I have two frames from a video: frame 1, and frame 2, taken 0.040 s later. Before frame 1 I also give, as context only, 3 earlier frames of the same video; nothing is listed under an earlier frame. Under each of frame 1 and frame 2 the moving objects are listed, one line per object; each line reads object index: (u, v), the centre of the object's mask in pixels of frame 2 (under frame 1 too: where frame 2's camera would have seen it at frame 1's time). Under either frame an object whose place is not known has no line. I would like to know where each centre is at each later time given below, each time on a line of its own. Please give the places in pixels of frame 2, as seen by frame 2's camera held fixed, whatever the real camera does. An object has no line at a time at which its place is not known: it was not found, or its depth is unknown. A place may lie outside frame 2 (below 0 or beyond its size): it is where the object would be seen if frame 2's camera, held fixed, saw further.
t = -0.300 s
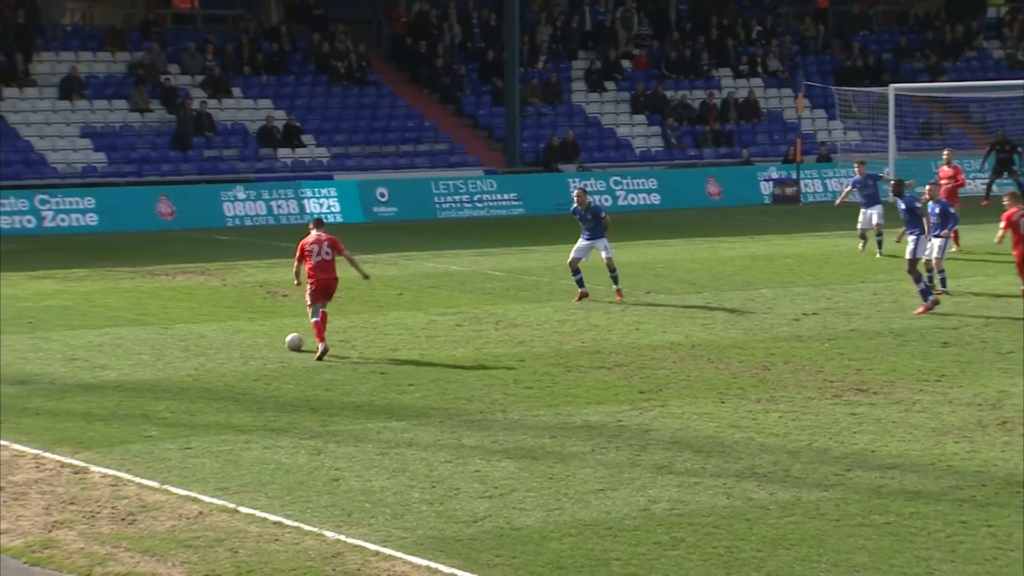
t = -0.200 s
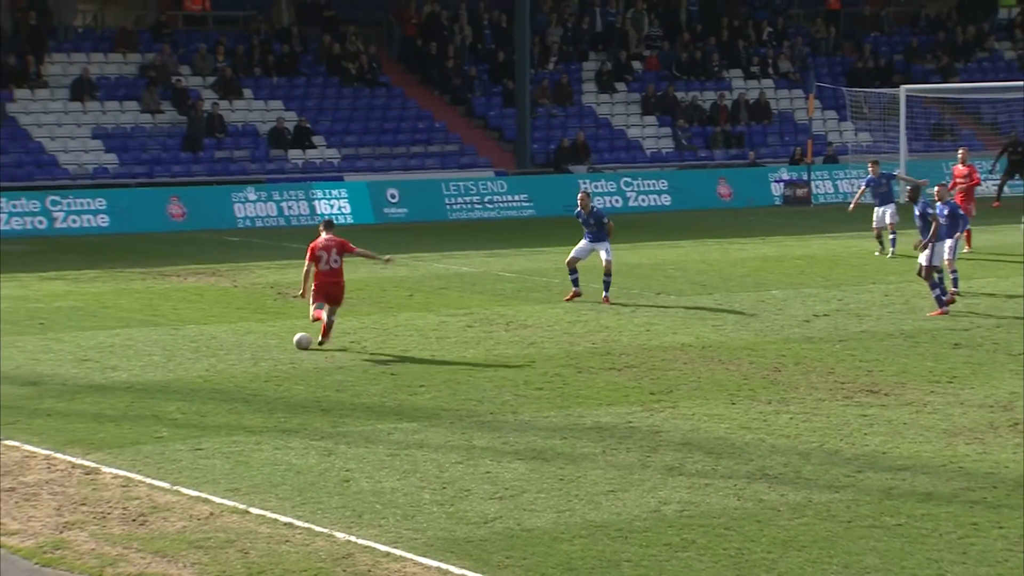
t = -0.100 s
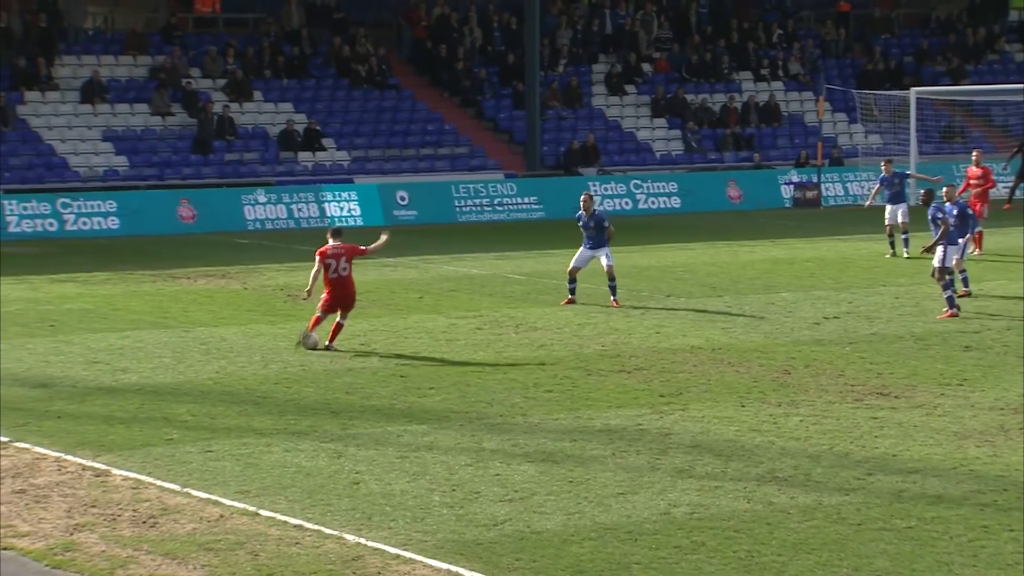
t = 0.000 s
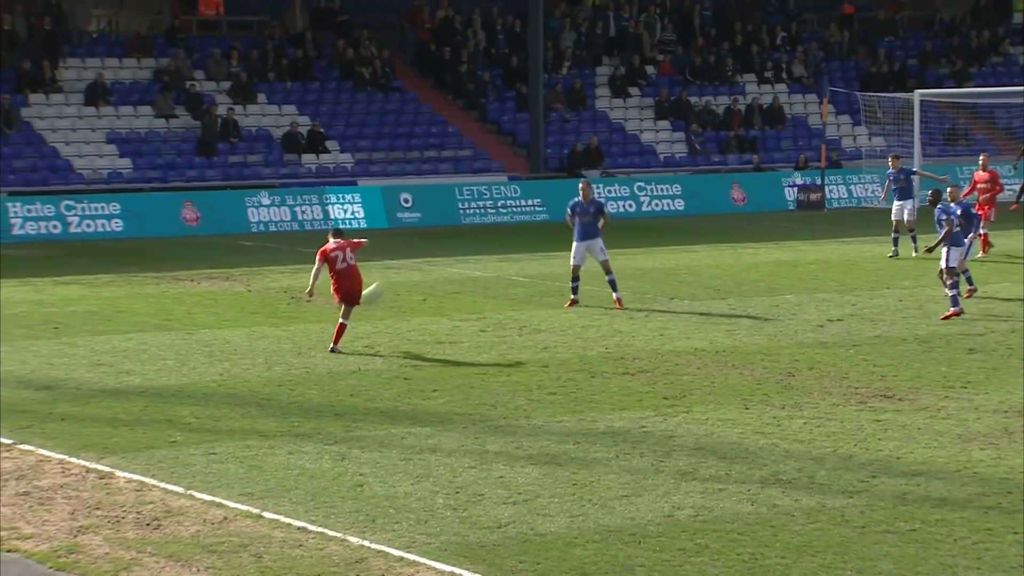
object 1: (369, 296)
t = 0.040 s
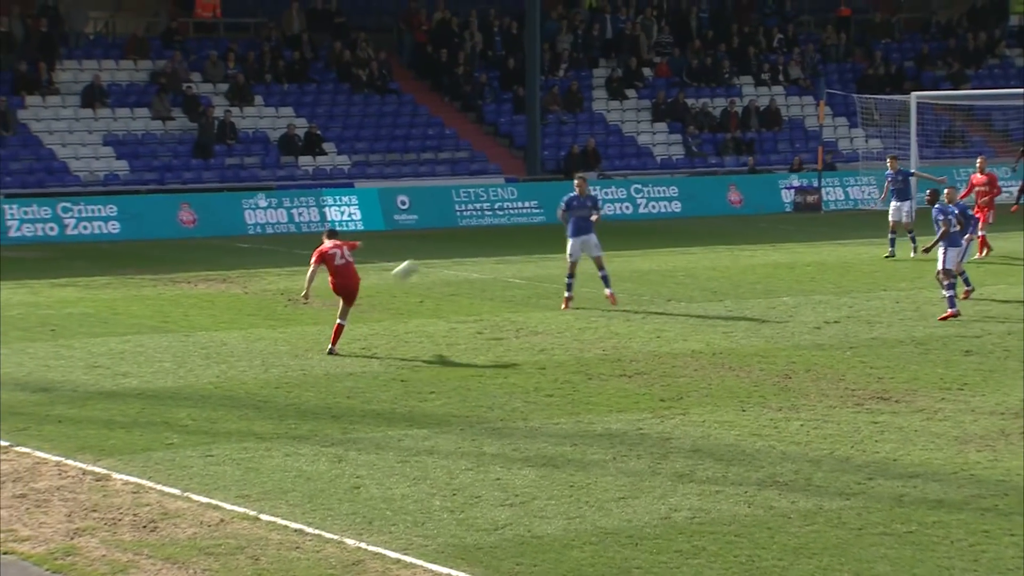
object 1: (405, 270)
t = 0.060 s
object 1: (422, 259)
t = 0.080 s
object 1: (438, 248)
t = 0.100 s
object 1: (455, 239)
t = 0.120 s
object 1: (470, 231)
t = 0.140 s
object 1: (484, 222)
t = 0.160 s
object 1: (500, 214)
